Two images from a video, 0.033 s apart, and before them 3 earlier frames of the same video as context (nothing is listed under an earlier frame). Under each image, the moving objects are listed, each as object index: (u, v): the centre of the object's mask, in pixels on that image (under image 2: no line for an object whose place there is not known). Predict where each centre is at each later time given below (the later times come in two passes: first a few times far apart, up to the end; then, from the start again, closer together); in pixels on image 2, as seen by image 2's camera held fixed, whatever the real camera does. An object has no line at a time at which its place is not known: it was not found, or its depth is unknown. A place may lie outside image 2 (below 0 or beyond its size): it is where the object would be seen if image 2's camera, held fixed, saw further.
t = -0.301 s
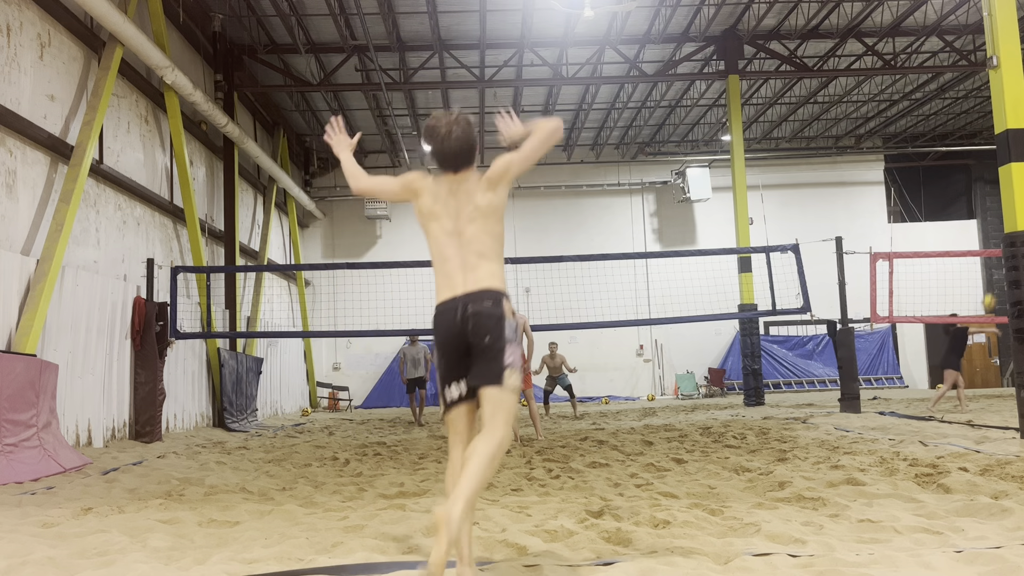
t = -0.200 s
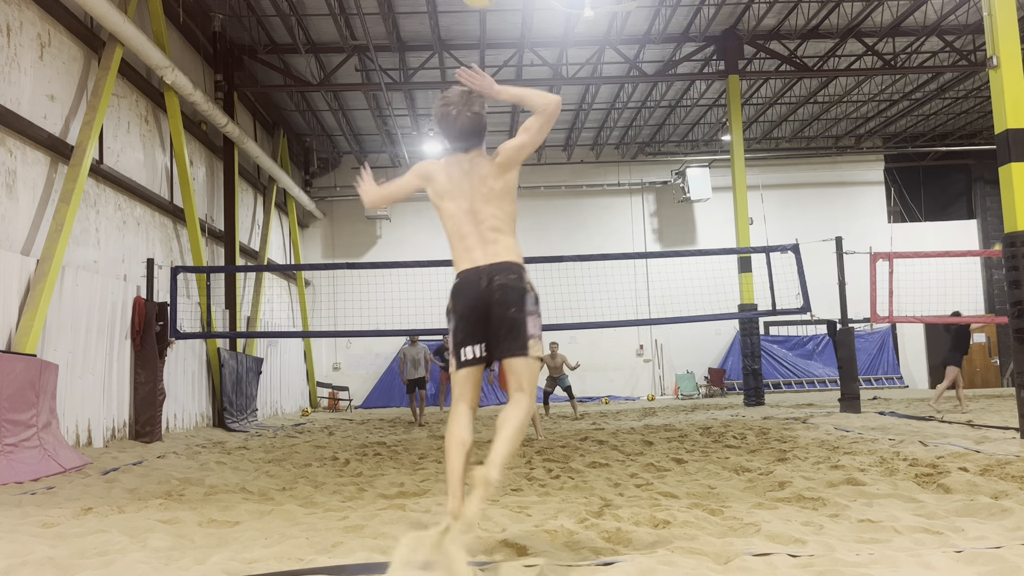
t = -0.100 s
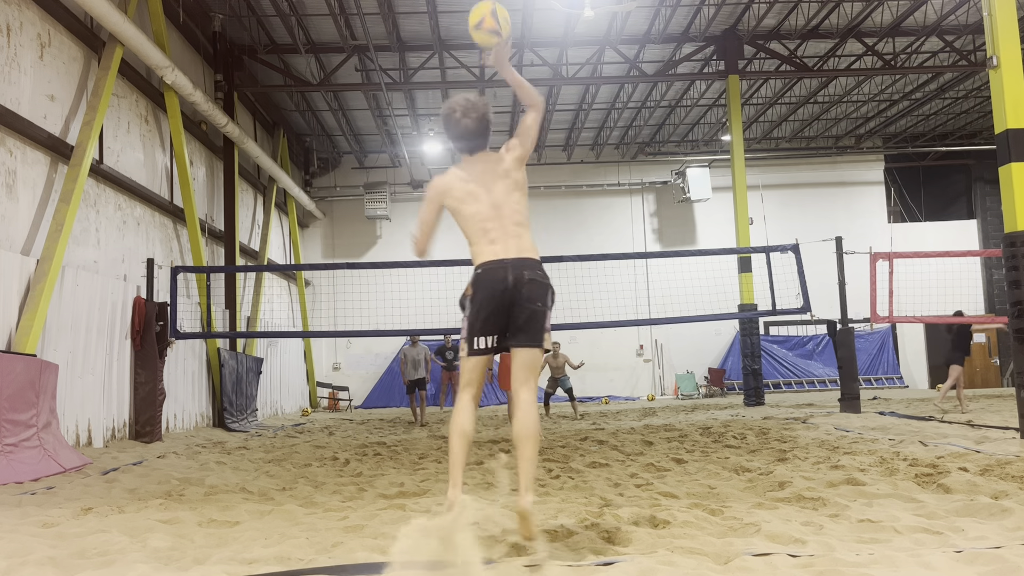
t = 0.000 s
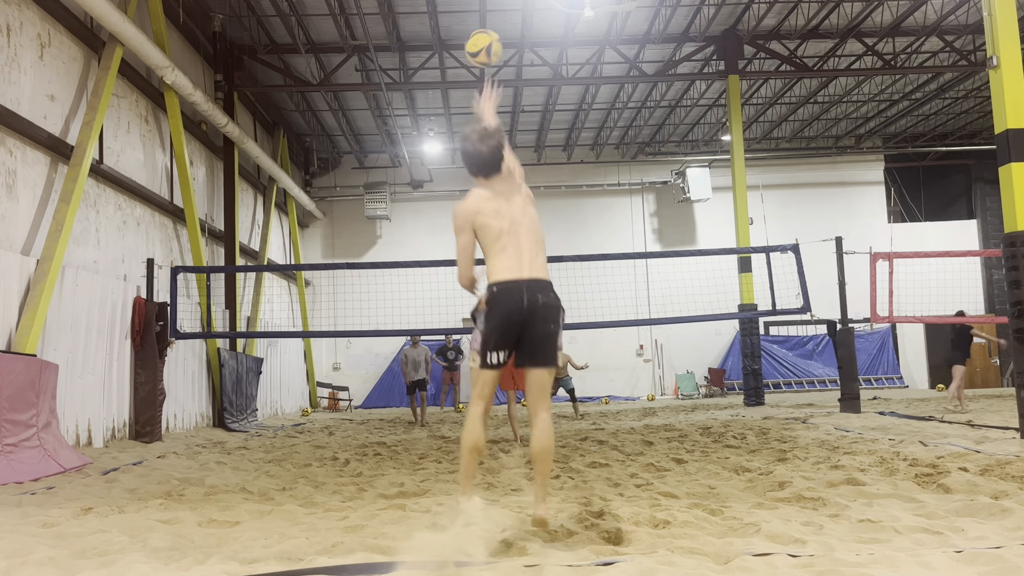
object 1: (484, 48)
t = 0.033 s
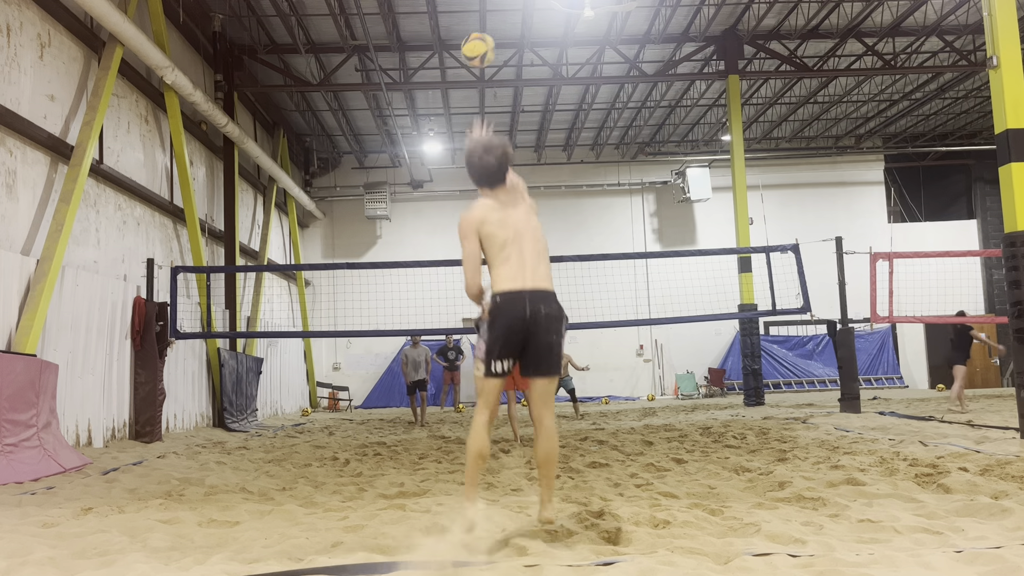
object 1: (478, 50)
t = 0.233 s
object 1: (464, 77)
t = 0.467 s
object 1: (460, 130)
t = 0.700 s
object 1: (455, 192)
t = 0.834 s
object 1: (453, 230)
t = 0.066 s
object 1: (474, 53)
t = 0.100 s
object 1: (470, 56)
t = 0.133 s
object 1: (468, 61)
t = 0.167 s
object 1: (466, 66)
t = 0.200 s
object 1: (465, 72)
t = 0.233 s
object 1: (464, 77)
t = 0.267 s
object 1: (463, 84)
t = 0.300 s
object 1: (463, 90)
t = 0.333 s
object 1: (462, 98)
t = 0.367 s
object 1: (461, 105)
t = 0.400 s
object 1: (461, 113)
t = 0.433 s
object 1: (461, 122)
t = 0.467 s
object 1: (460, 130)
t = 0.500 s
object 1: (460, 138)
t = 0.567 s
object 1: (459, 155)
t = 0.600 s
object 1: (458, 164)
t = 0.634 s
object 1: (457, 173)
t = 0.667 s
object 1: (456, 182)
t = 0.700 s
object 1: (455, 192)
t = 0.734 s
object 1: (454, 201)
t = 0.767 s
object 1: (454, 211)
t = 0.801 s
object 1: (453, 221)
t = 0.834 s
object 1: (453, 230)
